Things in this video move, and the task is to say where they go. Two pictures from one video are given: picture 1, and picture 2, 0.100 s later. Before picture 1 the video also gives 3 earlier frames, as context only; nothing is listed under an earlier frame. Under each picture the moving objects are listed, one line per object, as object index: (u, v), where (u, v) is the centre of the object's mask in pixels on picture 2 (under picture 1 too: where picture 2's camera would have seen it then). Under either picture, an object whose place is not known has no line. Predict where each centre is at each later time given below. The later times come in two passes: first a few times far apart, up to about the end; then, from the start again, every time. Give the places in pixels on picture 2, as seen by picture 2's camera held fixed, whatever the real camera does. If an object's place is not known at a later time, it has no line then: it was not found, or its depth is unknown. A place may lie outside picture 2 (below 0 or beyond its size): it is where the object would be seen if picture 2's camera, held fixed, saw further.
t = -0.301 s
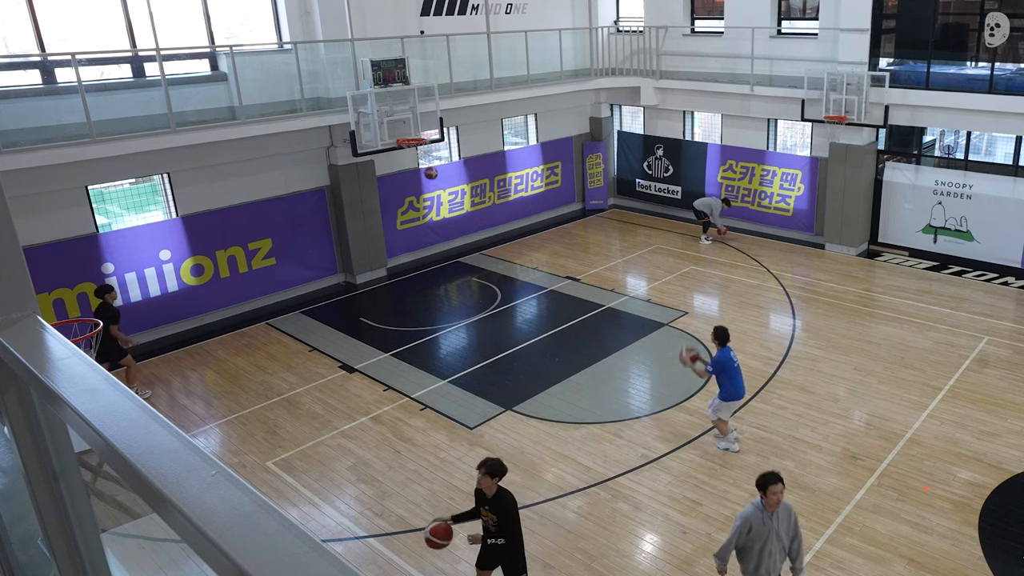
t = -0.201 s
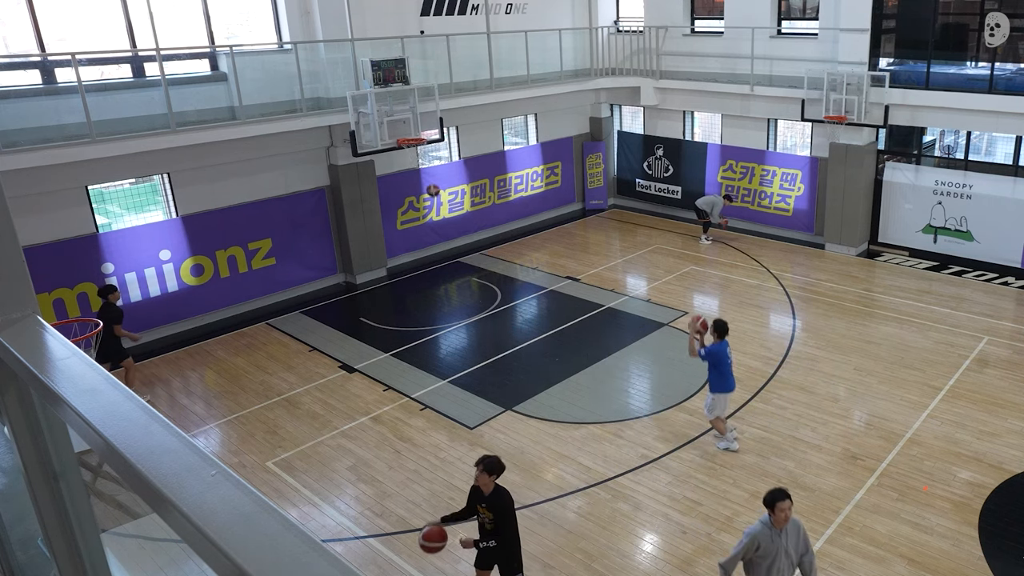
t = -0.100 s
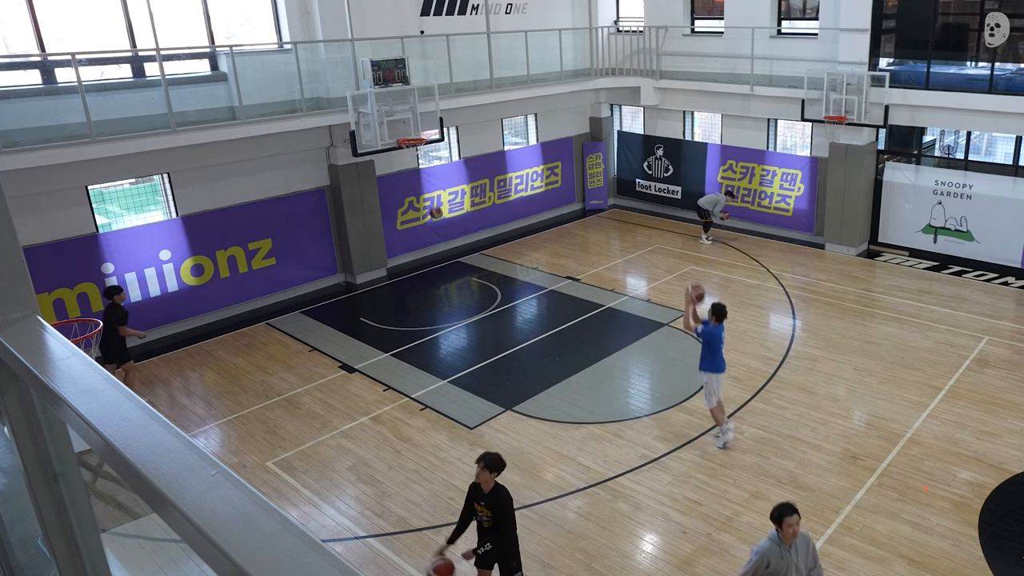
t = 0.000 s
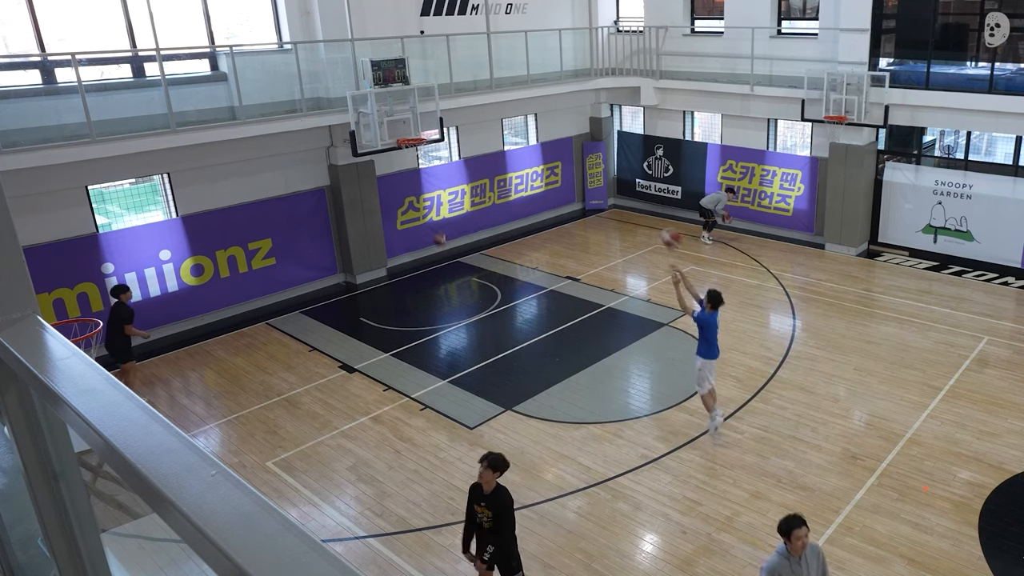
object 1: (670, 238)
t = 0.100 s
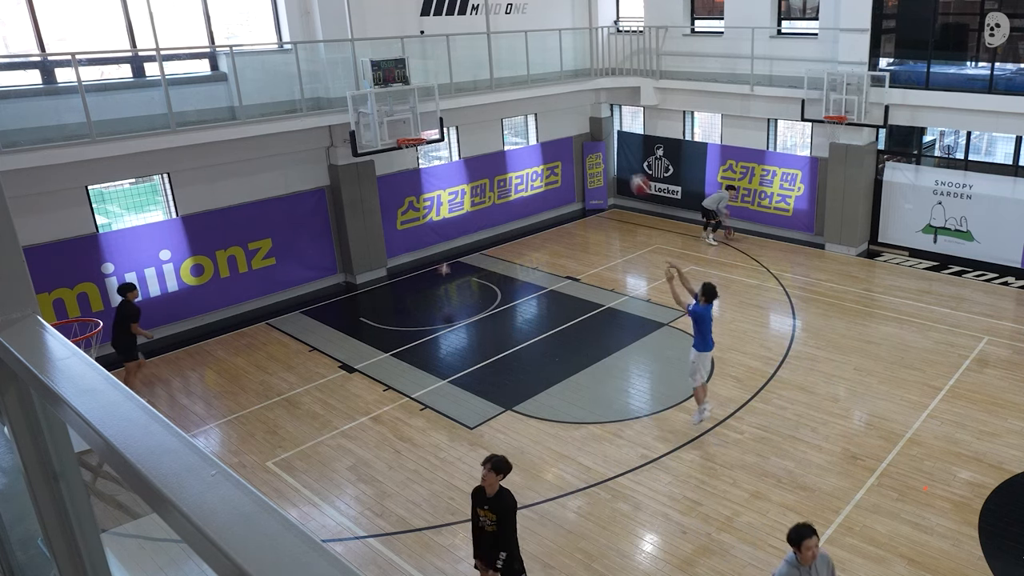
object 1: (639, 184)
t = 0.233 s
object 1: (600, 129)
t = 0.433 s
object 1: (550, 76)
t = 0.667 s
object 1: (500, 54)
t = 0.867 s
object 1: (465, 66)
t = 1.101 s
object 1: (435, 106)
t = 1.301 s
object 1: (408, 119)
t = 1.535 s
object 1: (398, 100)
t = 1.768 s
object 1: (395, 111)
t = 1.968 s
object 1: (395, 146)
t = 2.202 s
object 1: (399, 216)
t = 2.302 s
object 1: (403, 254)
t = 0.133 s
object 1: (629, 169)
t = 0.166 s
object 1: (621, 155)
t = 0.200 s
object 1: (610, 141)
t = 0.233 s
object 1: (600, 129)
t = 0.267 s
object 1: (593, 119)
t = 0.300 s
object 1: (583, 108)
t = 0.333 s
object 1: (574, 99)
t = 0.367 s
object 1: (566, 90)
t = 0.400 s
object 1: (558, 82)
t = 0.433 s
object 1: (550, 76)
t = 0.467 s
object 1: (542, 70)
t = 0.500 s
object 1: (534, 65)
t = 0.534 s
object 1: (527, 62)
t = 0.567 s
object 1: (520, 59)
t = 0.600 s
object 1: (513, 57)
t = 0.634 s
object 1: (506, 55)
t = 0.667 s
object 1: (500, 54)
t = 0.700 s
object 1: (493, 54)
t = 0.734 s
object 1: (487, 55)
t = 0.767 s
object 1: (481, 57)
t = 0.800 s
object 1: (476, 59)
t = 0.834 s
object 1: (470, 62)
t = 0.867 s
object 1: (465, 66)
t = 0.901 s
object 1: (460, 70)
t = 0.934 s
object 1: (455, 75)
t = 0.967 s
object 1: (451, 80)
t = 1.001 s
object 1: (446, 86)
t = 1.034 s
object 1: (442, 92)
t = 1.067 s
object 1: (438, 99)
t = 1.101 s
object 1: (435, 106)
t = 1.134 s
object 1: (431, 113)
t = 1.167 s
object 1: (427, 122)
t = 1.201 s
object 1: (424, 130)
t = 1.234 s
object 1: (419, 130)
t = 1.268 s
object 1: (414, 124)
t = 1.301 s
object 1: (408, 119)
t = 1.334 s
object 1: (403, 114)
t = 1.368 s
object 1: (401, 109)
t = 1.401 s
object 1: (400, 107)
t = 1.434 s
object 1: (399, 104)
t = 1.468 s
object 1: (399, 102)
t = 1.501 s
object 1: (398, 100)
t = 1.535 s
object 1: (398, 100)
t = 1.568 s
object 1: (397, 99)
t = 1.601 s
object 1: (397, 100)
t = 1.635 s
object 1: (396, 100)
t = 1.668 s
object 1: (396, 102)
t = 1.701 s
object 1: (395, 104)
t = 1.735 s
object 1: (395, 107)
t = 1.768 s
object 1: (395, 111)
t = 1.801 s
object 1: (395, 115)
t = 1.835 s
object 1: (395, 121)
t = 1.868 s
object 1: (395, 127)
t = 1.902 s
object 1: (395, 131)
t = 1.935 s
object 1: (395, 138)
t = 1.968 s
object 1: (395, 146)
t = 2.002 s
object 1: (395, 154)
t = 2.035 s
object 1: (395, 163)
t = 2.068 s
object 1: (396, 173)
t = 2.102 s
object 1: (397, 183)
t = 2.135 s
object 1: (397, 192)
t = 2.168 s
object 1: (397, 204)
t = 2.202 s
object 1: (399, 216)
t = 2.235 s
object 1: (400, 229)
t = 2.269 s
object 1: (401, 242)
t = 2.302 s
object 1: (403, 254)
